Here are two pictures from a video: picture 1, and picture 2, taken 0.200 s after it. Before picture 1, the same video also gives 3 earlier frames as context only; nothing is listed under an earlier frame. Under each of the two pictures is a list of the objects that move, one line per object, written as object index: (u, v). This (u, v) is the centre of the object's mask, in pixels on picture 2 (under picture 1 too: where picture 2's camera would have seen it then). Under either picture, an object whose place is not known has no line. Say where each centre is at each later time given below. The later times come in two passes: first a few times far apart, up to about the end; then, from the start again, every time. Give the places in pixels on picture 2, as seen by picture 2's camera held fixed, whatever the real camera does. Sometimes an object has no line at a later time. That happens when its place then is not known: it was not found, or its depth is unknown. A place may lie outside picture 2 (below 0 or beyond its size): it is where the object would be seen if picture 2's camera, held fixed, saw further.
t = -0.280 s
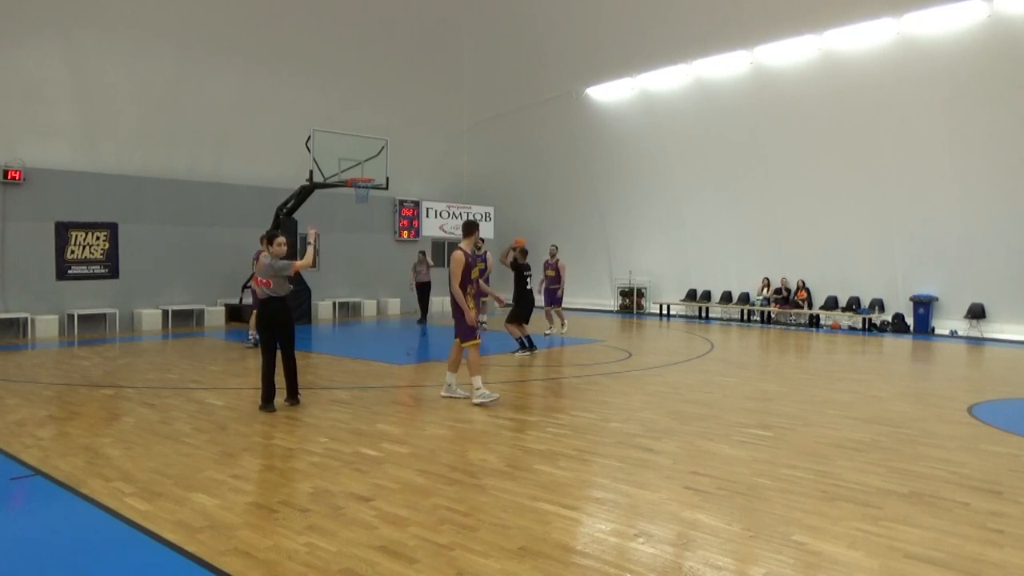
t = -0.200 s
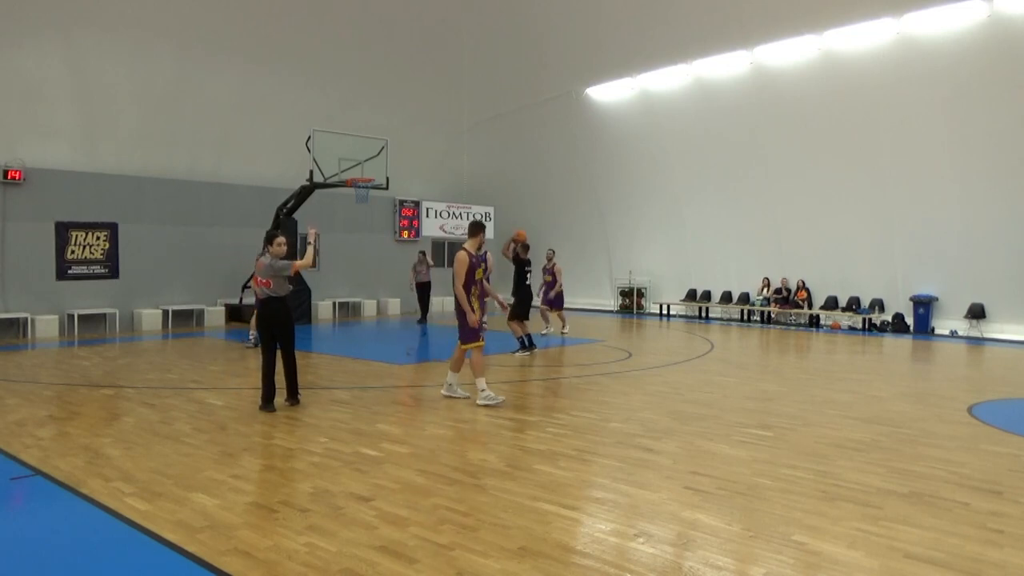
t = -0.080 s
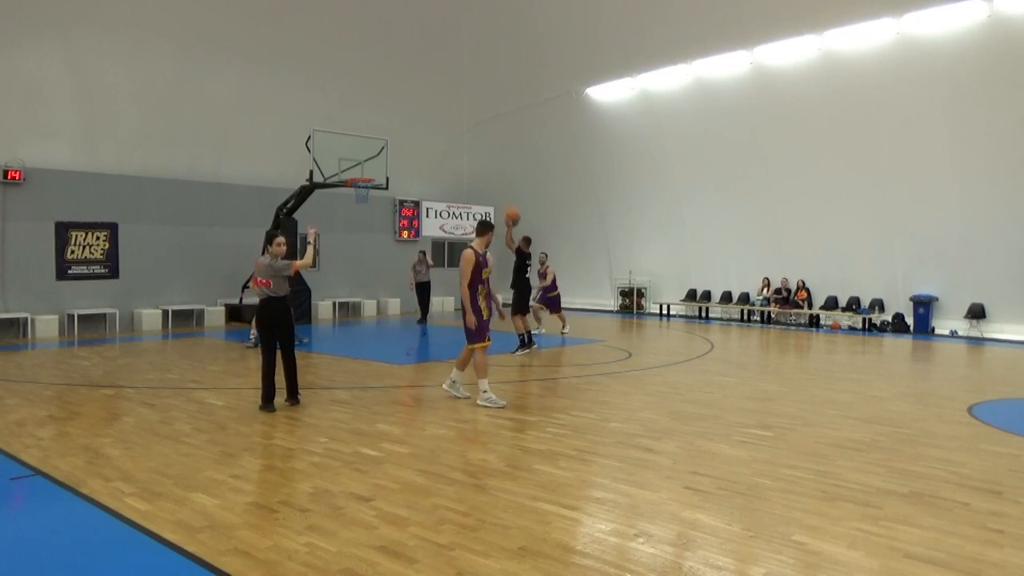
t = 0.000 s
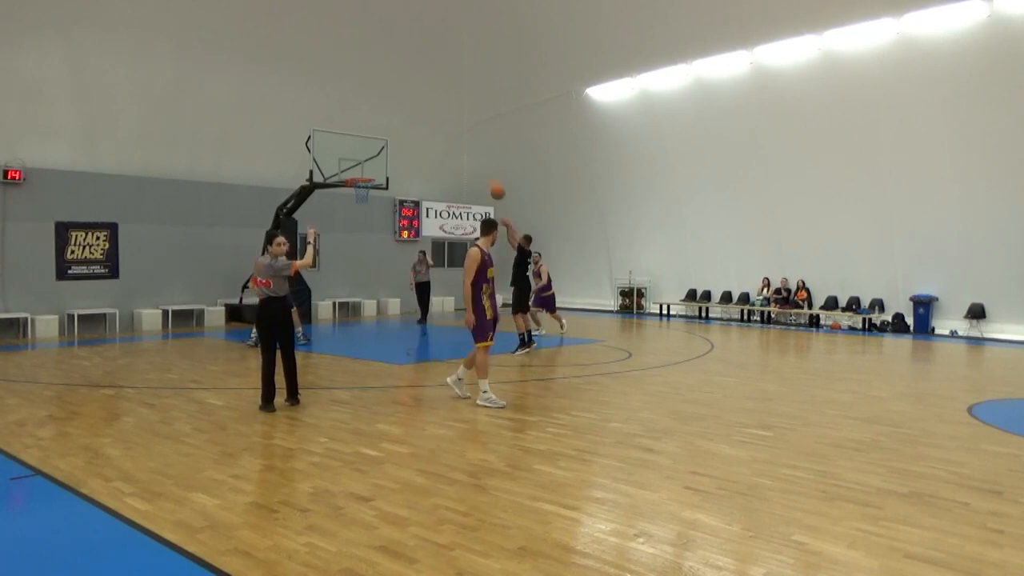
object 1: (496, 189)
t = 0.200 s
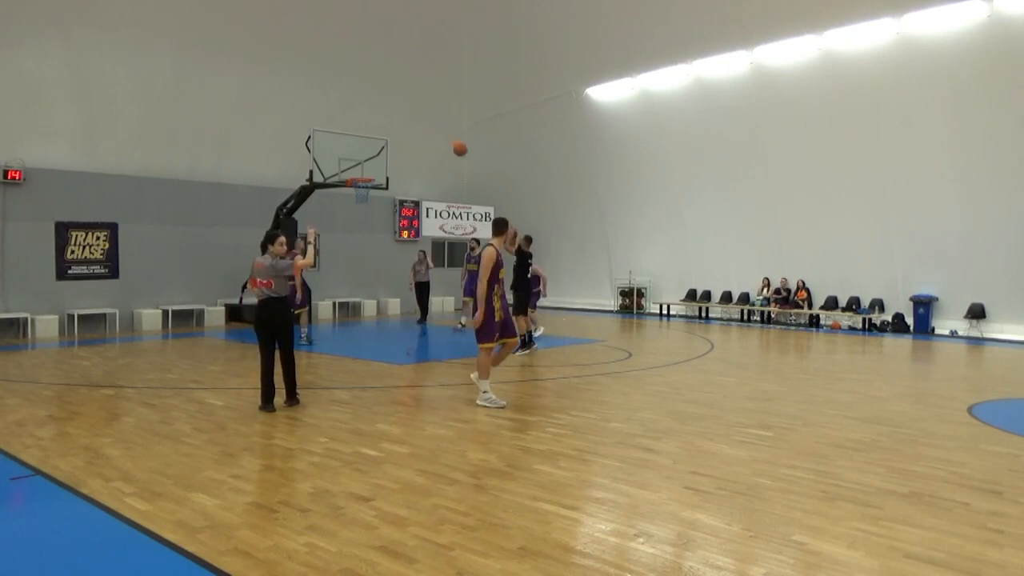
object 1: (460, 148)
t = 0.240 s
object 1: (452, 142)
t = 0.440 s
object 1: (419, 129)
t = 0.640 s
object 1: (388, 138)
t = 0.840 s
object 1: (359, 167)
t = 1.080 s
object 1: (372, 164)
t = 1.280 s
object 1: (388, 162)
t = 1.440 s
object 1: (401, 173)
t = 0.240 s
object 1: (452, 142)
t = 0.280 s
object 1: (445, 138)
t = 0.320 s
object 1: (438, 135)
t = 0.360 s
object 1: (432, 132)
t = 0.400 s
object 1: (425, 130)
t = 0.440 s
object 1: (419, 129)
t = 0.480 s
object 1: (413, 130)
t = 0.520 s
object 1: (406, 130)
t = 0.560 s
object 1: (400, 133)
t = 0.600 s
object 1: (394, 135)
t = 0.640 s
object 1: (388, 138)
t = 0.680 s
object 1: (382, 143)
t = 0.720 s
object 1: (376, 148)
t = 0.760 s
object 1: (371, 154)
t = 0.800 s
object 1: (365, 160)
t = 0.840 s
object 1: (359, 167)
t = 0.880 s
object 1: (356, 173)
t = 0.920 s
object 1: (359, 173)
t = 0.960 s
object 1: (362, 173)
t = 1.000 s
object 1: (365, 170)
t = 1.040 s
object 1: (369, 167)
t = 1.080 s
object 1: (372, 164)
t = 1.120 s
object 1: (375, 162)
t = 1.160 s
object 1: (379, 161)
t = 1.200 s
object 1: (382, 160)
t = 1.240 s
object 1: (385, 161)
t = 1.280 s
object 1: (388, 162)
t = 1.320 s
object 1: (392, 164)
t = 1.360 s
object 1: (395, 166)
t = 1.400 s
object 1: (398, 170)
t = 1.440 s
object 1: (401, 173)
